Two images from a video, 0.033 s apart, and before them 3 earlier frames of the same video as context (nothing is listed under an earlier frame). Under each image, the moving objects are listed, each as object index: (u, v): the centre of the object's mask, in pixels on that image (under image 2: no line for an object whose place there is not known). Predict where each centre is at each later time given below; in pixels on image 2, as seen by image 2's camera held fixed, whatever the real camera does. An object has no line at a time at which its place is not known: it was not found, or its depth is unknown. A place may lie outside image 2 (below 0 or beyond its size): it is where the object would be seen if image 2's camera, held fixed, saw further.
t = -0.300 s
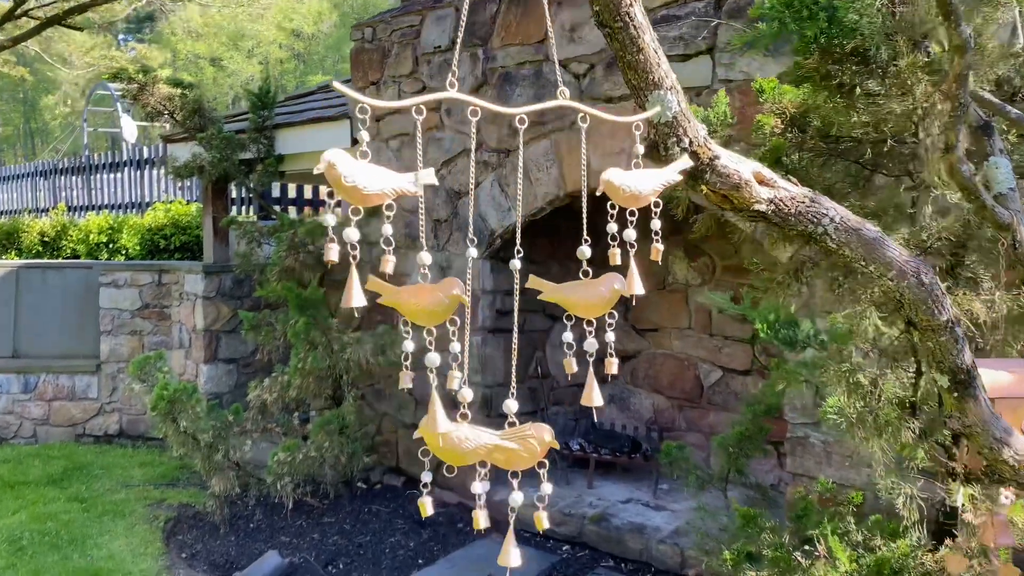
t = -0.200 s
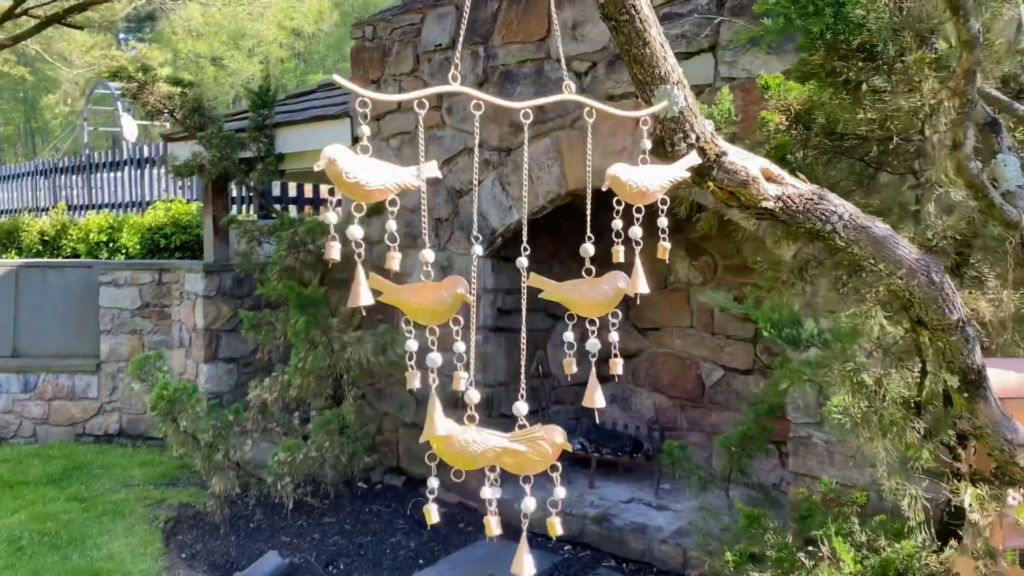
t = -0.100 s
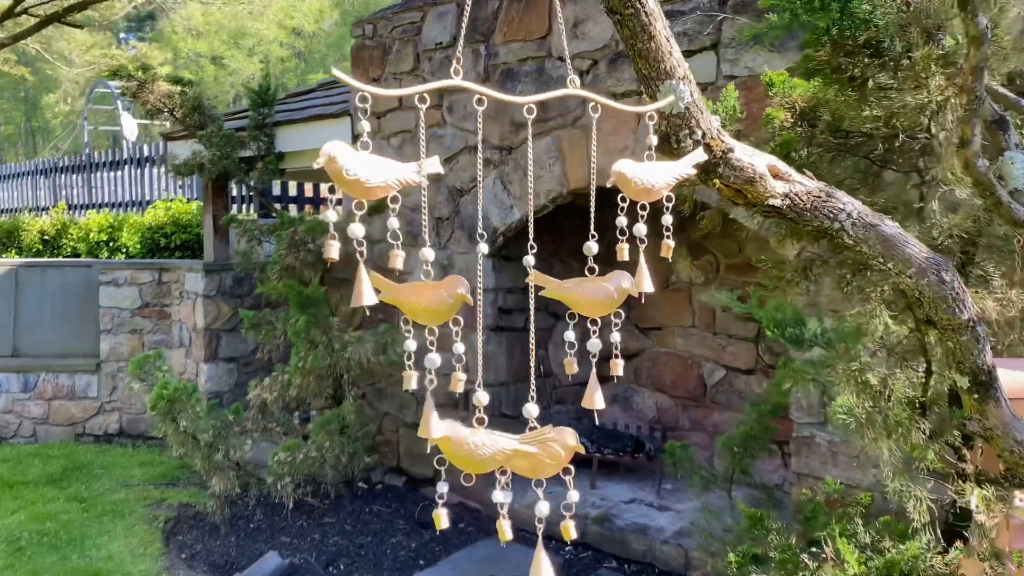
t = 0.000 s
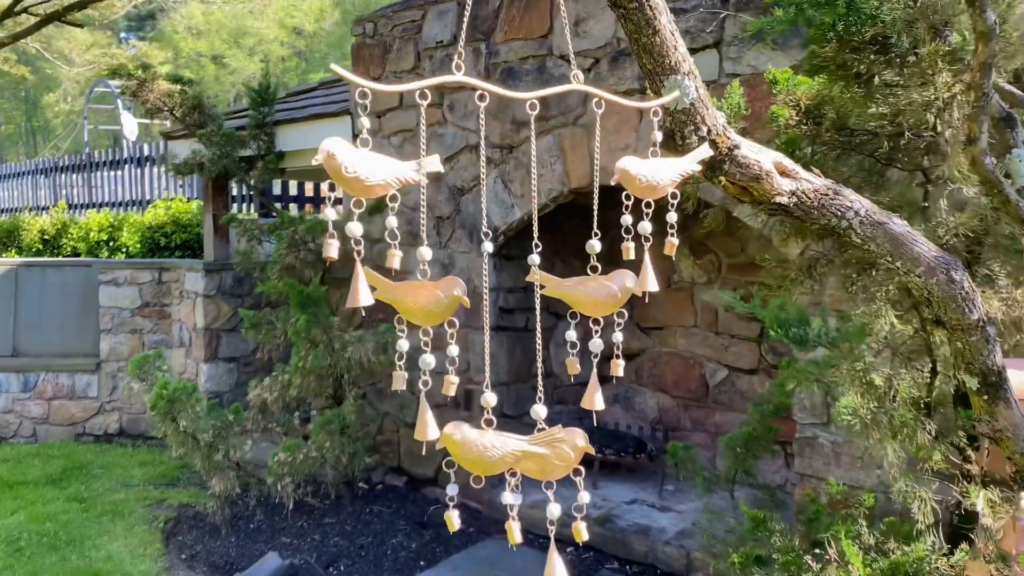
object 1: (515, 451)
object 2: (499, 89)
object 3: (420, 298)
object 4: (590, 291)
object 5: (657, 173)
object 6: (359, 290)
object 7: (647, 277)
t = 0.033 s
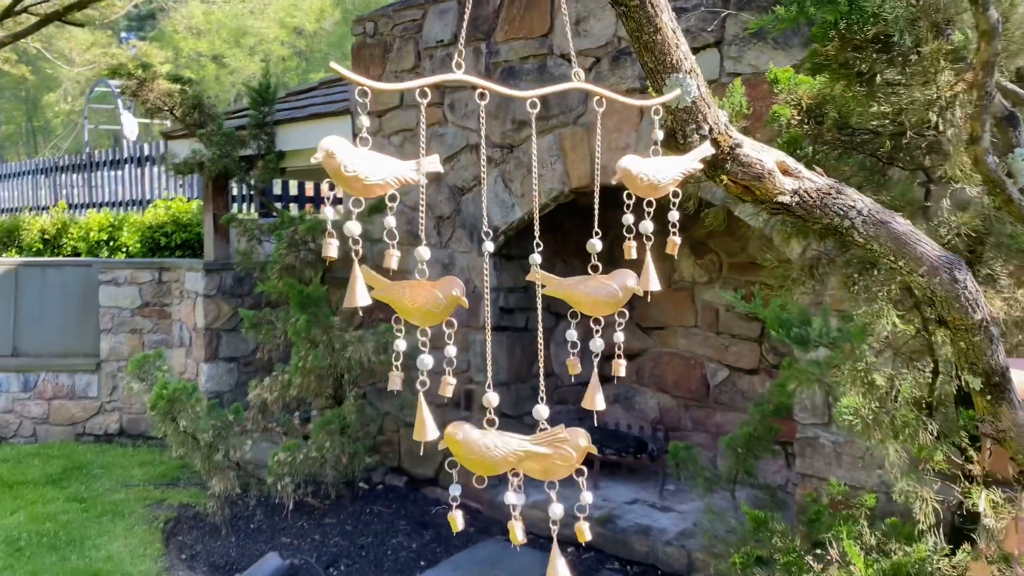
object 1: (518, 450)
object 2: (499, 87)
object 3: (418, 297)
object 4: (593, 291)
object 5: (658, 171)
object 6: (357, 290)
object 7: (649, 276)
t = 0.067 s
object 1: (520, 450)
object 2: (499, 87)
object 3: (416, 297)
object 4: (594, 291)
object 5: (659, 171)
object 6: (354, 290)
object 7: (650, 276)
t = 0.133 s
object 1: (521, 449)
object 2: (498, 86)
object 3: (413, 298)
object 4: (595, 290)
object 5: (658, 170)
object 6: (349, 290)
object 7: (651, 275)
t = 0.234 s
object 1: (517, 447)
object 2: (495, 84)
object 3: (410, 298)
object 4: (594, 290)
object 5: (657, 168)
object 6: (344, 291)
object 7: (651, 274)
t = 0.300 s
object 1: (512, 446)
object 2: (493, 83)
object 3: (409, 298)
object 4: (593, 289)
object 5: (656, 167)
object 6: (344, 292)
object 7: (649, 273)
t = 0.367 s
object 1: (505, 446)
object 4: (591, 288)
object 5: (654, 166)
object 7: (646, 271)
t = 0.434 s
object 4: (589, 288)
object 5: (652, 165)
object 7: (642, 268)
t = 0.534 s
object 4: (585, 288)
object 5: (650, 164)
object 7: (638, 267)
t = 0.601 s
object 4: (581, 288)
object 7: (637, 269)
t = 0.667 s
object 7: (638, 272)
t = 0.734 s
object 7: (639, 274)
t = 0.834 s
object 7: (637, 276)
